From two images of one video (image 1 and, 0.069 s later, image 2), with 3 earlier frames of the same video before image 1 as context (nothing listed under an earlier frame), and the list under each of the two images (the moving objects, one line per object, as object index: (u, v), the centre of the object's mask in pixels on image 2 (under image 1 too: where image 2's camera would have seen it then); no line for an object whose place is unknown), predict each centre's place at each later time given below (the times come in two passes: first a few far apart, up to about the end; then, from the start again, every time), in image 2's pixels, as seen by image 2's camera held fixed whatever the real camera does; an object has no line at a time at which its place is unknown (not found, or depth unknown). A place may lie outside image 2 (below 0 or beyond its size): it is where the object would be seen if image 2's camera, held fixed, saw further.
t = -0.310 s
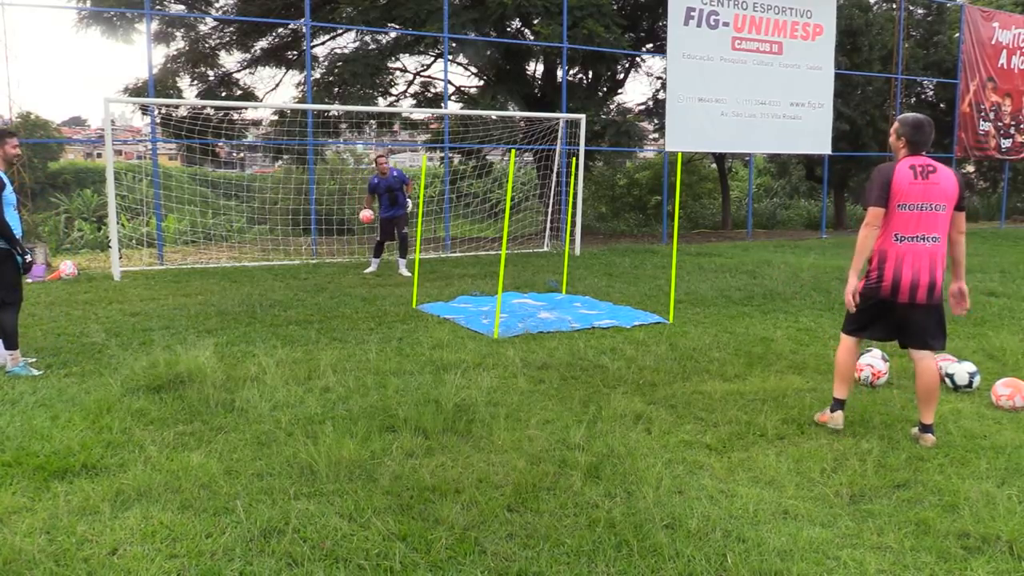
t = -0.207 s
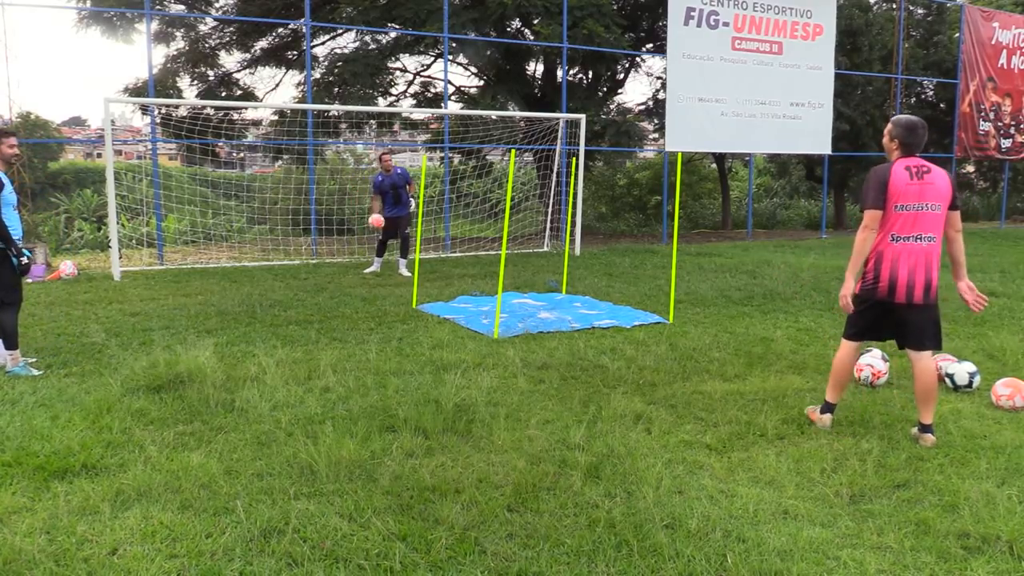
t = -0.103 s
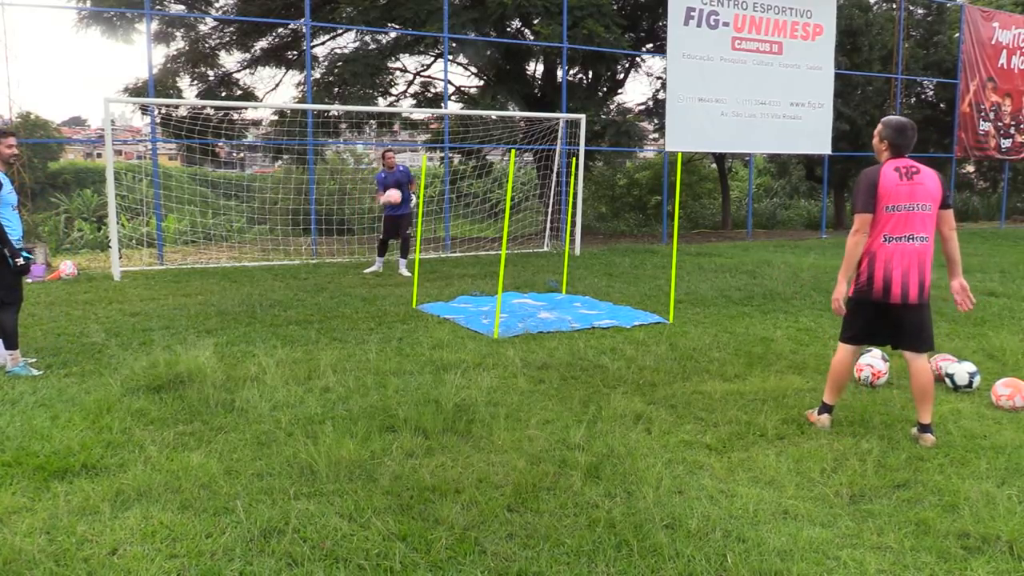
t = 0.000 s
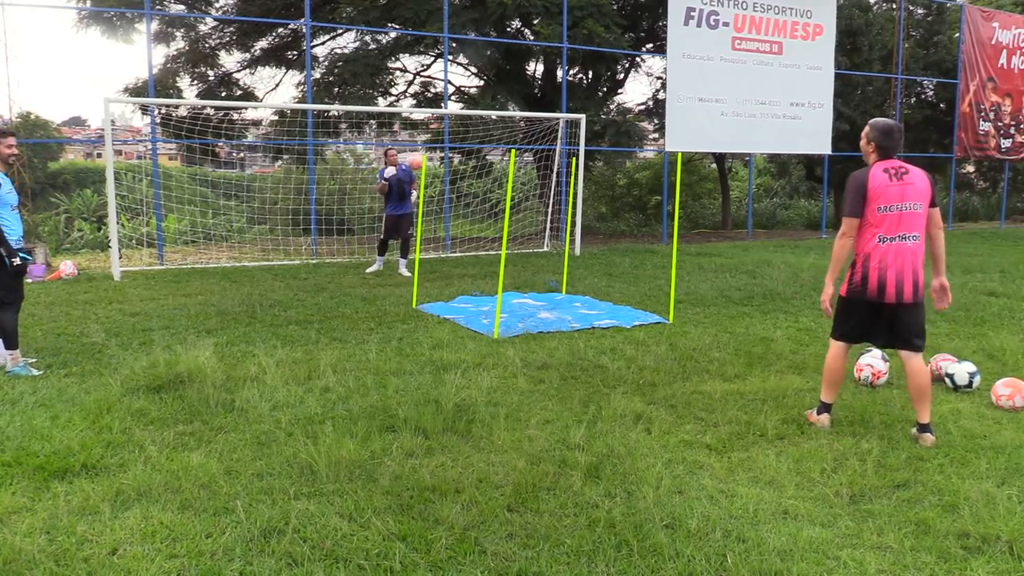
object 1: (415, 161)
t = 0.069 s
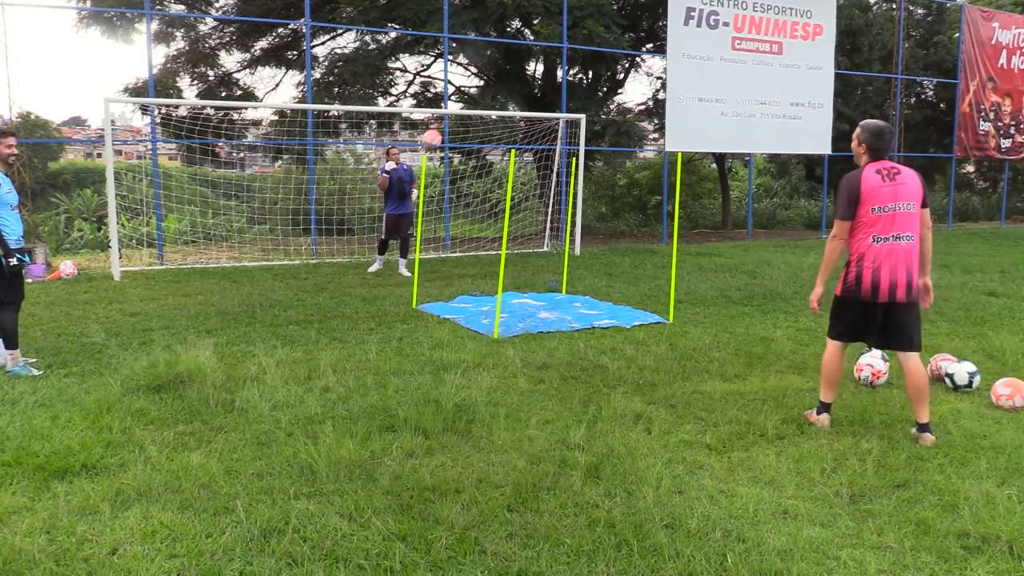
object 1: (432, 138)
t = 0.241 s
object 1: (480, 94)
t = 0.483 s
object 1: (572, 63)
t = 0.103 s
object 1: (440, 128)
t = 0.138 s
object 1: (450, 119)
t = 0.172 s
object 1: (460, 109)
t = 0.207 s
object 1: (470, 101)
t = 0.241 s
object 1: (480, 94)
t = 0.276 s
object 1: (492, 87)
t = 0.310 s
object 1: (503, 81)
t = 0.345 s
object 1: (516, 75)
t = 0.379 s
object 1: (529, 70)
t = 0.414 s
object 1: (542, 67)
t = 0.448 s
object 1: (556, 65)
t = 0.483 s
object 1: (572, 63)
